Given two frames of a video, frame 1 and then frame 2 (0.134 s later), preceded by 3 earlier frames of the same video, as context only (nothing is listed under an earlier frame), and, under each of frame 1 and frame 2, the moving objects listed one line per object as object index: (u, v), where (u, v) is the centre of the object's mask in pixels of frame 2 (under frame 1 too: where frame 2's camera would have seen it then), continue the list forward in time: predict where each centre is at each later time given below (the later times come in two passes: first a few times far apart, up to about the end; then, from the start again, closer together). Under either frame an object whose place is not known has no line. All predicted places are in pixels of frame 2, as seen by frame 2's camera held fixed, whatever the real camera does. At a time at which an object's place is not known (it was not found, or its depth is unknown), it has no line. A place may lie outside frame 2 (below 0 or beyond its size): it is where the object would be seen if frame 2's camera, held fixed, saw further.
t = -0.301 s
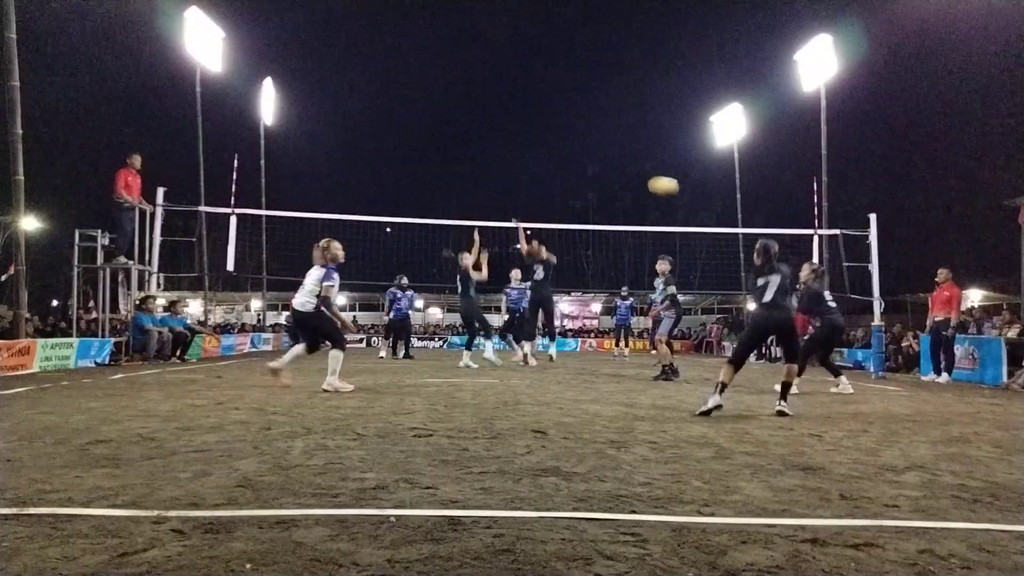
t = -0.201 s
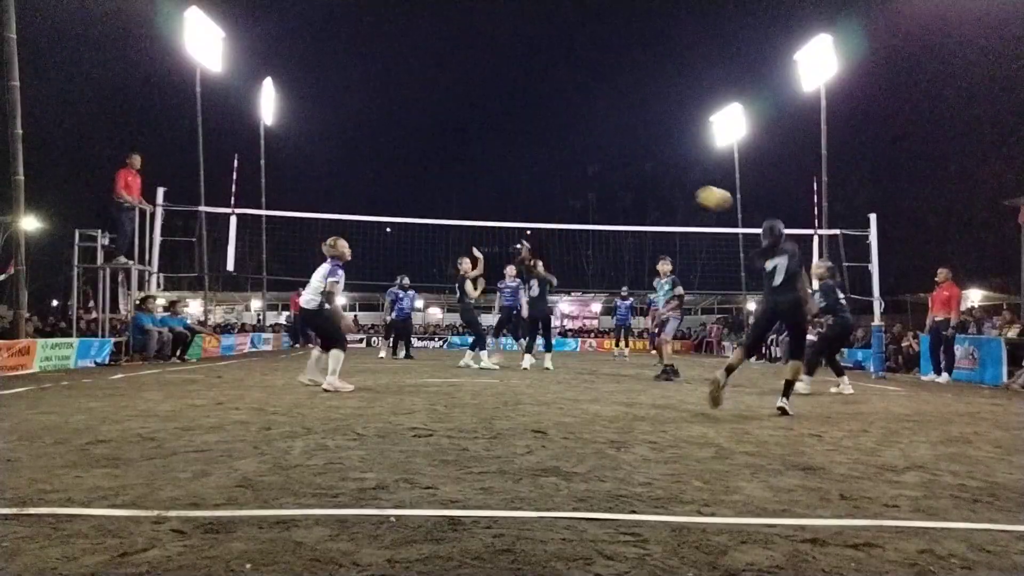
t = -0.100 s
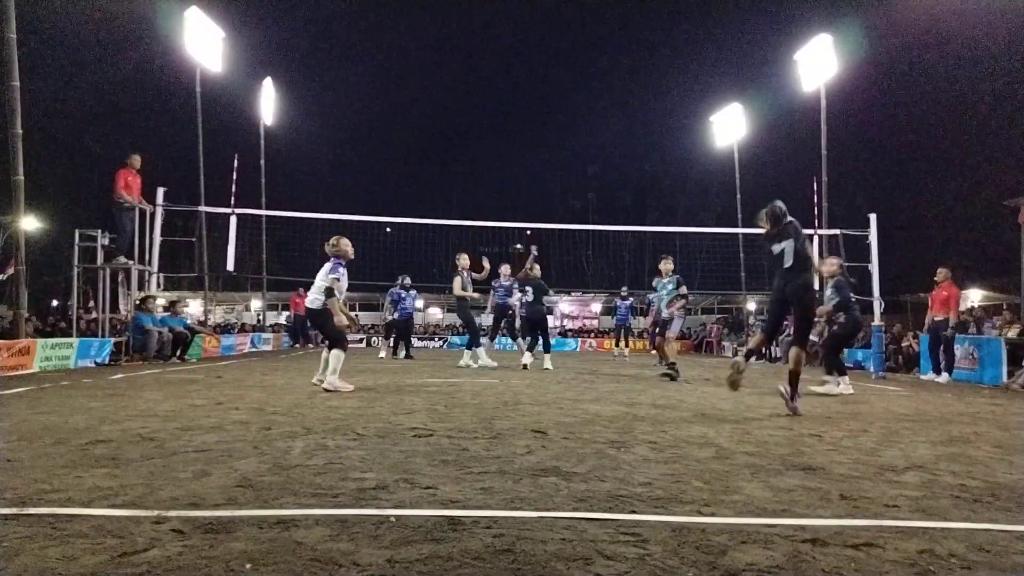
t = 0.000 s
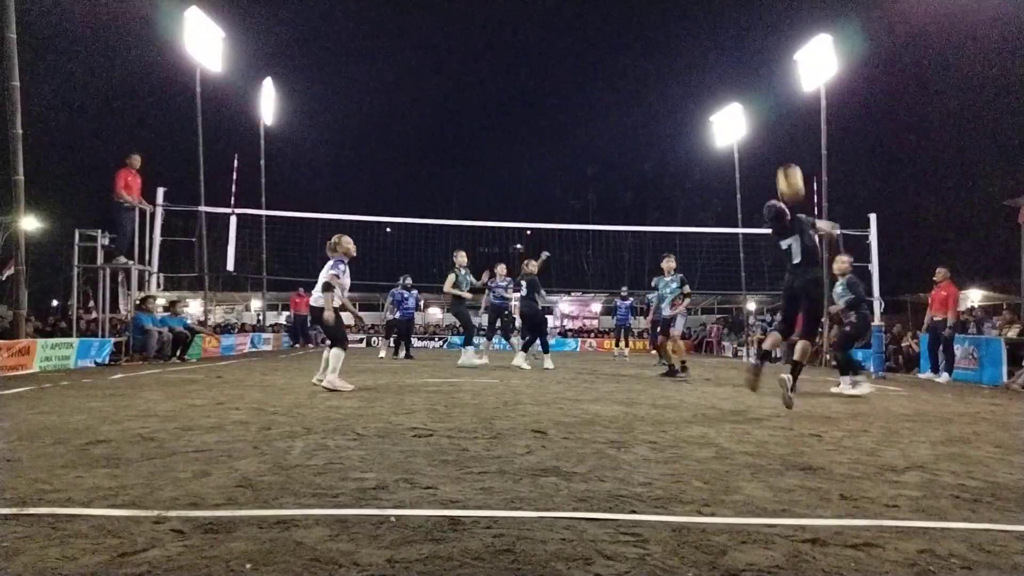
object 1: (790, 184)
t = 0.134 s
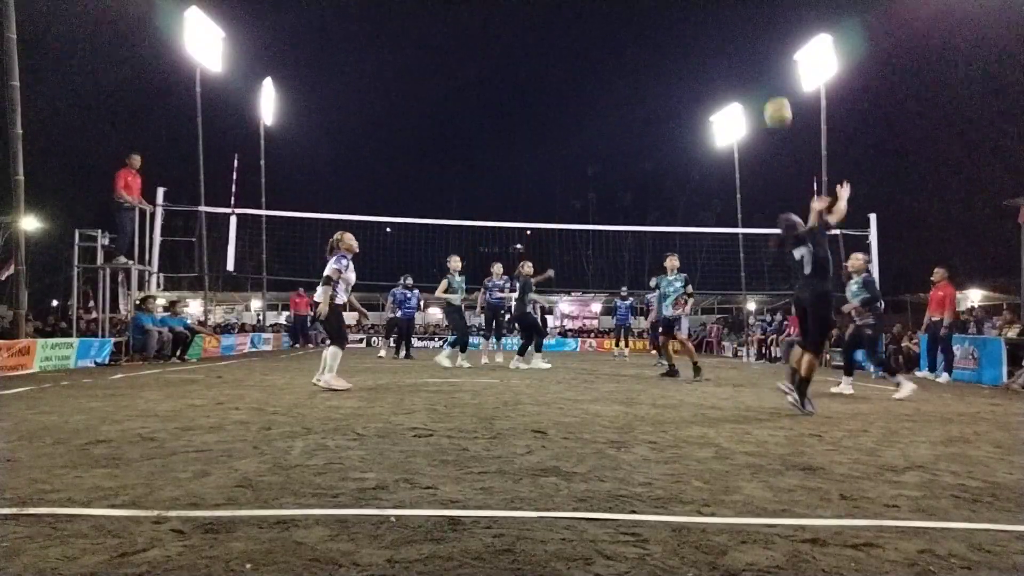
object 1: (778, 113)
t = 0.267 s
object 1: (765, 63)
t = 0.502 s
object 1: (745, 23)
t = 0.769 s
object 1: (722, 46)
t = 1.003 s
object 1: (700, 122)
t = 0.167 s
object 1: (775, 98)
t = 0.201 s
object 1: (772, 84)
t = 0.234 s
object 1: (768, 73)
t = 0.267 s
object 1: (765, 63)
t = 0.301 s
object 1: (763, 54)
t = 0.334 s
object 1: (760, 46)
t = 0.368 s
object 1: (756, 39)
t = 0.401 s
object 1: (754, 34)
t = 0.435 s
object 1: (751, 29)
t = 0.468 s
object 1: (748, 26)
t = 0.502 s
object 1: (745, 23)
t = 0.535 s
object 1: (742, 22)
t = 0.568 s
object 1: (739, 22)
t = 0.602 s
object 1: (736, 23)
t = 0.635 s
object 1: (733, 26)
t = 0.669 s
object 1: (730, 30)
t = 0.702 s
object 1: (728, 34)
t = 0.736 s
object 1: (725, 39)
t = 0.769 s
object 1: (722, 46)
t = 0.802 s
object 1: (719, 54)
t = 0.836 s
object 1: (716, 63)
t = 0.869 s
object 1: (713, 73)
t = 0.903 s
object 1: (710, 84)
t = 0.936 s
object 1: (707, 96)
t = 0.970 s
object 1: (704, 109)
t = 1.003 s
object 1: (700, 122)
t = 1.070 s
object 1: (696, 155)
